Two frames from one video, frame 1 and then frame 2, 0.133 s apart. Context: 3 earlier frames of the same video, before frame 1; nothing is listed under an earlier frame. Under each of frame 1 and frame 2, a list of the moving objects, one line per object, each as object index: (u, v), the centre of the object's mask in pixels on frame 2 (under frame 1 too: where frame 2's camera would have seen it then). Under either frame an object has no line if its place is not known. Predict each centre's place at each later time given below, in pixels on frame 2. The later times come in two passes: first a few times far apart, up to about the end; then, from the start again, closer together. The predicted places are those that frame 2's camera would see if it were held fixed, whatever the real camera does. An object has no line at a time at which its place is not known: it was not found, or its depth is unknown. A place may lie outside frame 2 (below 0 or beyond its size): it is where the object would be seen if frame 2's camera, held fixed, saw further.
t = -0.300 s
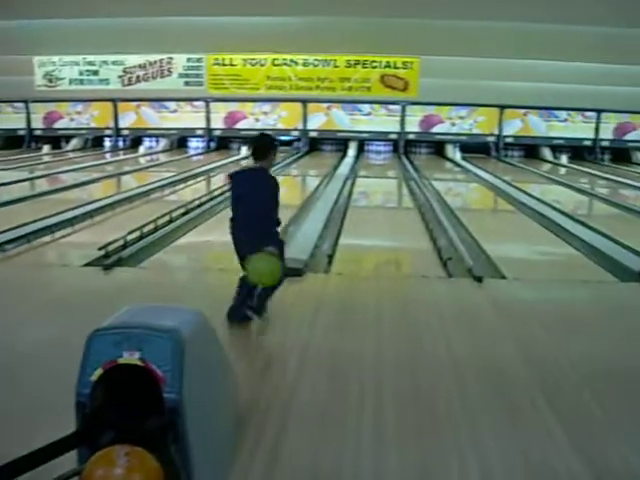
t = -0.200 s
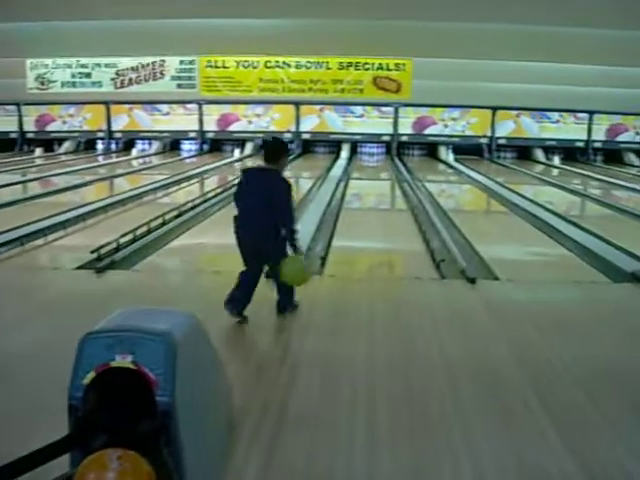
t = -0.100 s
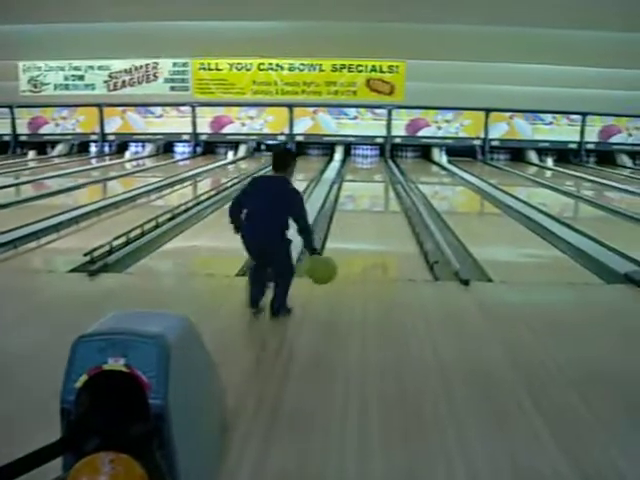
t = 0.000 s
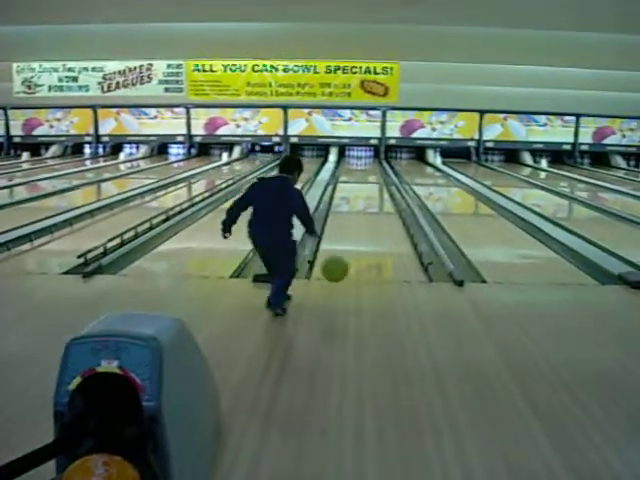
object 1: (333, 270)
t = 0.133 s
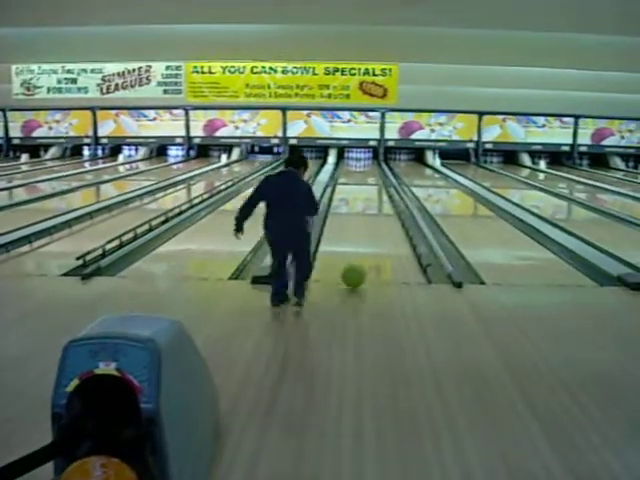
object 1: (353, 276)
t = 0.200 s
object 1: (361, 270)
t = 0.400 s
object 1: (382, 254)
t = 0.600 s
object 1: (399, 242)
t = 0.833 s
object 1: (391, 231)
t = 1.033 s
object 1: (376, 222)
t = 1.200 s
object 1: (371, 215)
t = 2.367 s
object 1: (351, 190)
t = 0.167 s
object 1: (357, 272)
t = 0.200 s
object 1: (361, 270)
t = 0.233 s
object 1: (365, 267)
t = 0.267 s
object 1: (370, 265)
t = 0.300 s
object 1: (373, 262)
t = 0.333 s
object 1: (377, 258)
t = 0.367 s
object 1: (379, 256)
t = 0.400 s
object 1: (382, 254)
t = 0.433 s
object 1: (385, 252)
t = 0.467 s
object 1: (388, 250)
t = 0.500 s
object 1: (392, 248)
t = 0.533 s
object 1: (394, 247)
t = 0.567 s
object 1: (396, 244)
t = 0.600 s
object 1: (399, 242)
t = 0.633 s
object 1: (402, 239)
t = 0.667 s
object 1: (403, 238)
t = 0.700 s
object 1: (402, 236)
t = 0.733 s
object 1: (400, 234)
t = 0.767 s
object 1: (397, 234)
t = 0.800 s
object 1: (394, 232)
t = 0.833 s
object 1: (391, 231)
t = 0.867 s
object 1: (388, 229)
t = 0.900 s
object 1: (385, 228)
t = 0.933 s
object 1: (382, 227)
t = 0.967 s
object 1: (380, 225)
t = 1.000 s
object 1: (378, 222)
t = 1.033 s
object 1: (376, 222)
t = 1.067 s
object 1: (375, 220)
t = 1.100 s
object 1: (374, 217)
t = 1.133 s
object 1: (372, 217)
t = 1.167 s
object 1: (372, 216)
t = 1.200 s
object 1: (371, 215)
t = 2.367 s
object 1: (351, 190)
